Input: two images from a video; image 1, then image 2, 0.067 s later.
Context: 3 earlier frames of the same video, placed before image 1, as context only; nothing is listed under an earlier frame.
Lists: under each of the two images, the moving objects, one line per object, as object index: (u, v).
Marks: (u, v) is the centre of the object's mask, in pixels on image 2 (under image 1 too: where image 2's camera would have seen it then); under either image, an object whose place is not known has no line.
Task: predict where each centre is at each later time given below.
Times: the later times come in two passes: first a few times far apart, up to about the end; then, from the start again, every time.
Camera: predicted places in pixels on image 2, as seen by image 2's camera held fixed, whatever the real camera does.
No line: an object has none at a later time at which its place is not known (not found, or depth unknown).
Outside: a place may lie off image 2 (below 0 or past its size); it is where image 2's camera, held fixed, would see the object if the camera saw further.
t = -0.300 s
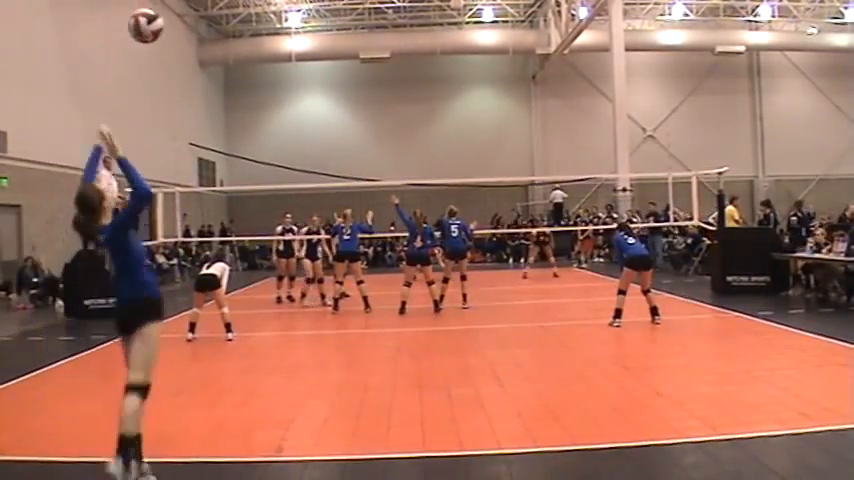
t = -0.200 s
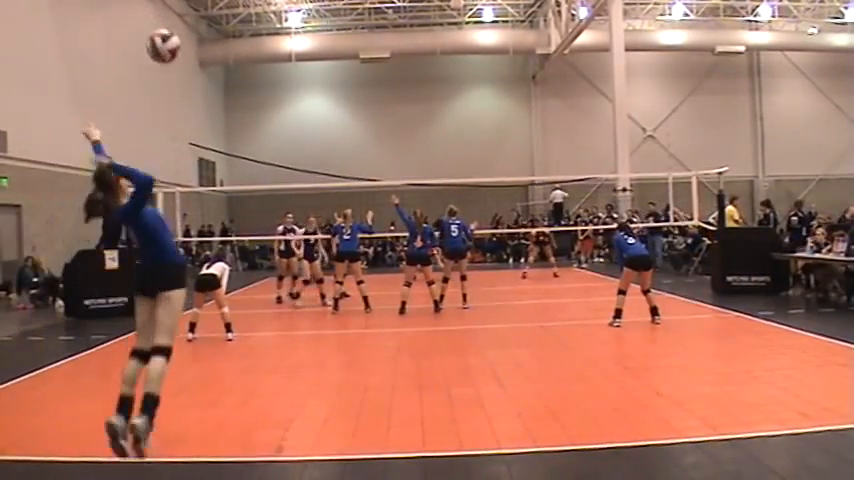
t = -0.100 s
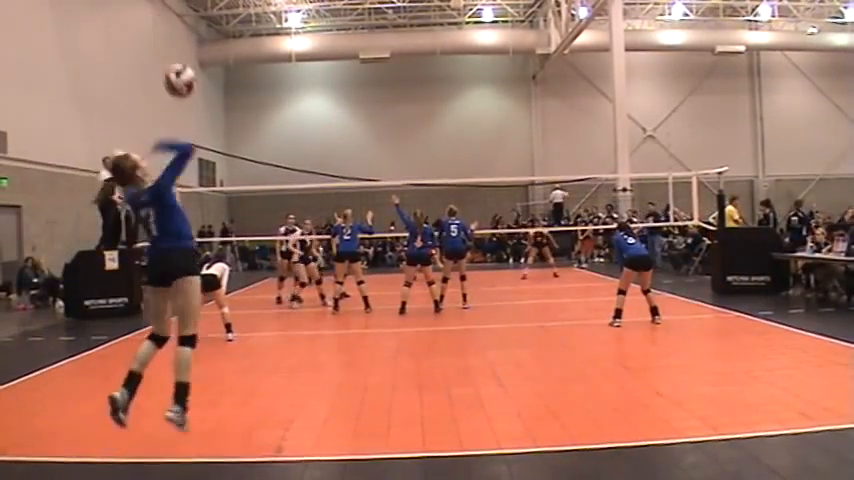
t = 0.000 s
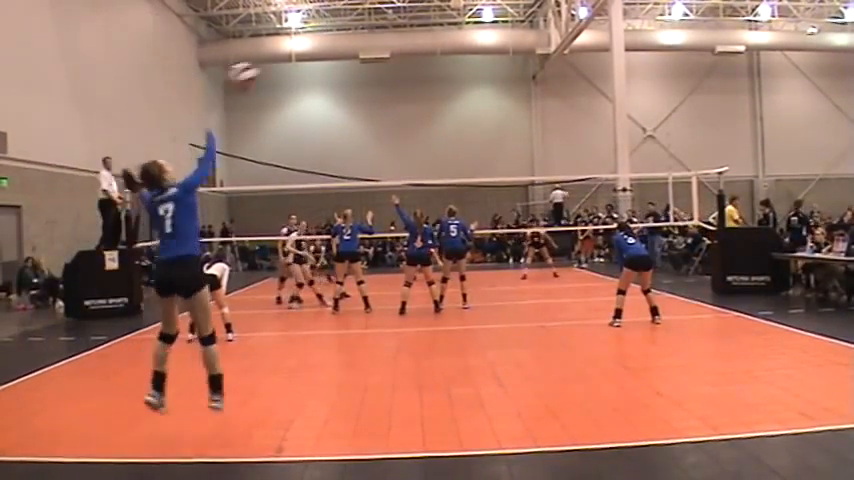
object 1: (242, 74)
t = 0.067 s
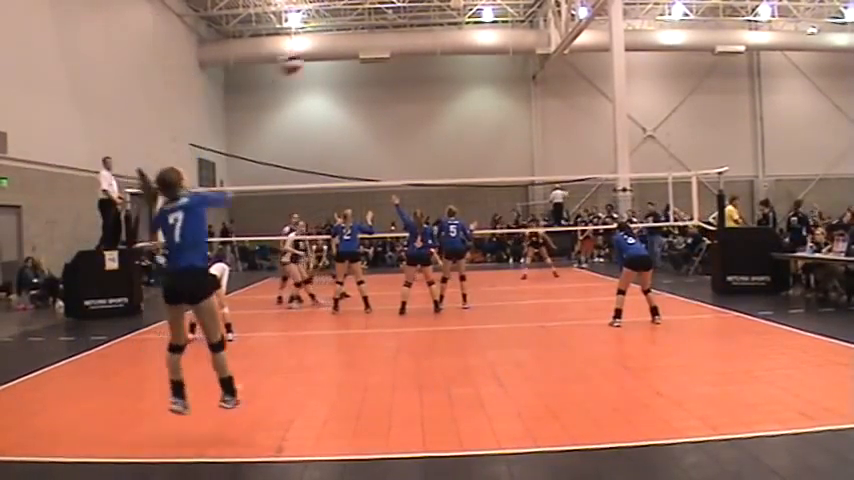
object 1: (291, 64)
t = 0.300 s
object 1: (397, 60)
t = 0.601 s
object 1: (469, 114)
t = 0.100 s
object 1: (310, 60)
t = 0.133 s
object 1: (329, 58)
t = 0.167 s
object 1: (345, 56)
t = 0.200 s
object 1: (358, 55)
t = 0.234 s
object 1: (373, 56)
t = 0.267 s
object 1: (385, 58)
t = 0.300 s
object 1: (397, 60)
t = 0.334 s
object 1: (408, 64)
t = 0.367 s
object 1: (418, 69)
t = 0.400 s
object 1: (427, 74)
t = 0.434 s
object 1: (435, 79)
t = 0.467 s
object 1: (443, 86)
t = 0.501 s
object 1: (450, 92)
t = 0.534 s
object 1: (457, 98)
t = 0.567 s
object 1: (463, 106)
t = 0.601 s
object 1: (469, 114)
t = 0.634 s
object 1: (474, 121)
